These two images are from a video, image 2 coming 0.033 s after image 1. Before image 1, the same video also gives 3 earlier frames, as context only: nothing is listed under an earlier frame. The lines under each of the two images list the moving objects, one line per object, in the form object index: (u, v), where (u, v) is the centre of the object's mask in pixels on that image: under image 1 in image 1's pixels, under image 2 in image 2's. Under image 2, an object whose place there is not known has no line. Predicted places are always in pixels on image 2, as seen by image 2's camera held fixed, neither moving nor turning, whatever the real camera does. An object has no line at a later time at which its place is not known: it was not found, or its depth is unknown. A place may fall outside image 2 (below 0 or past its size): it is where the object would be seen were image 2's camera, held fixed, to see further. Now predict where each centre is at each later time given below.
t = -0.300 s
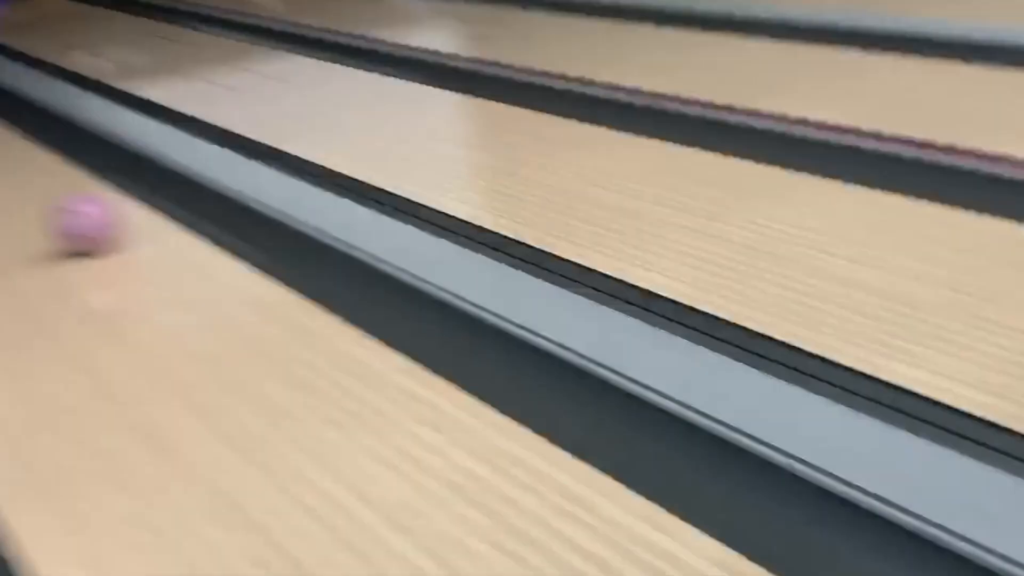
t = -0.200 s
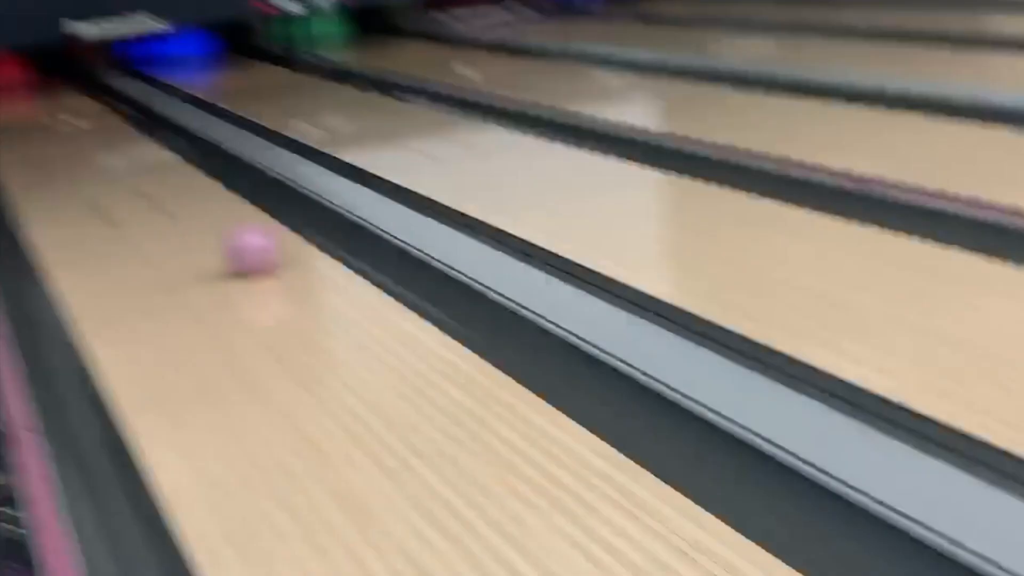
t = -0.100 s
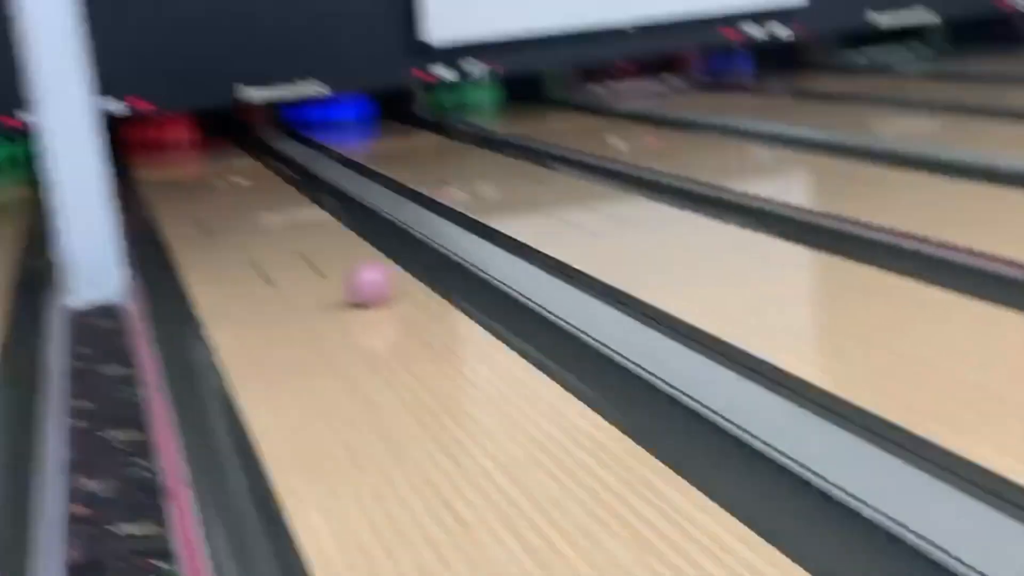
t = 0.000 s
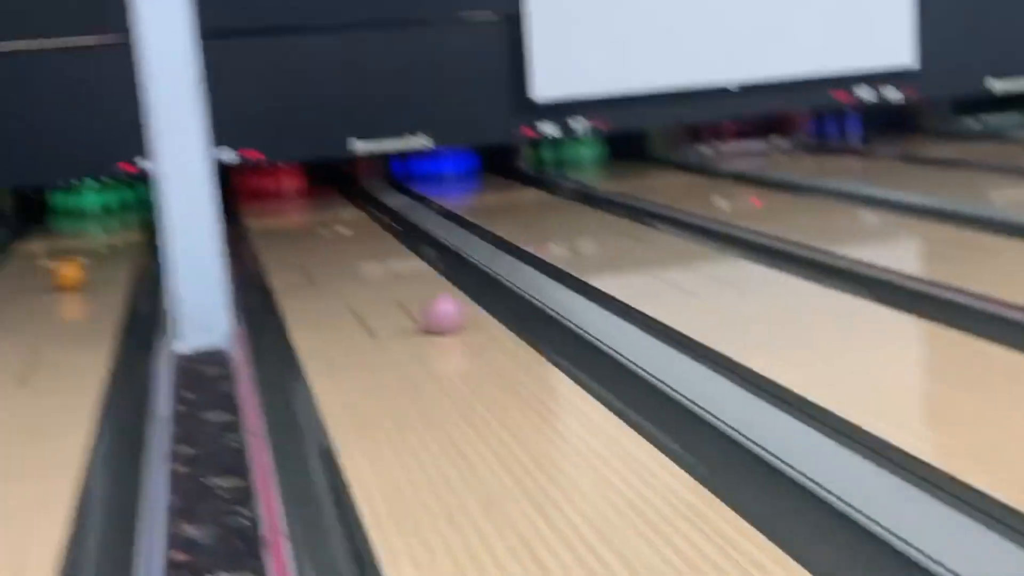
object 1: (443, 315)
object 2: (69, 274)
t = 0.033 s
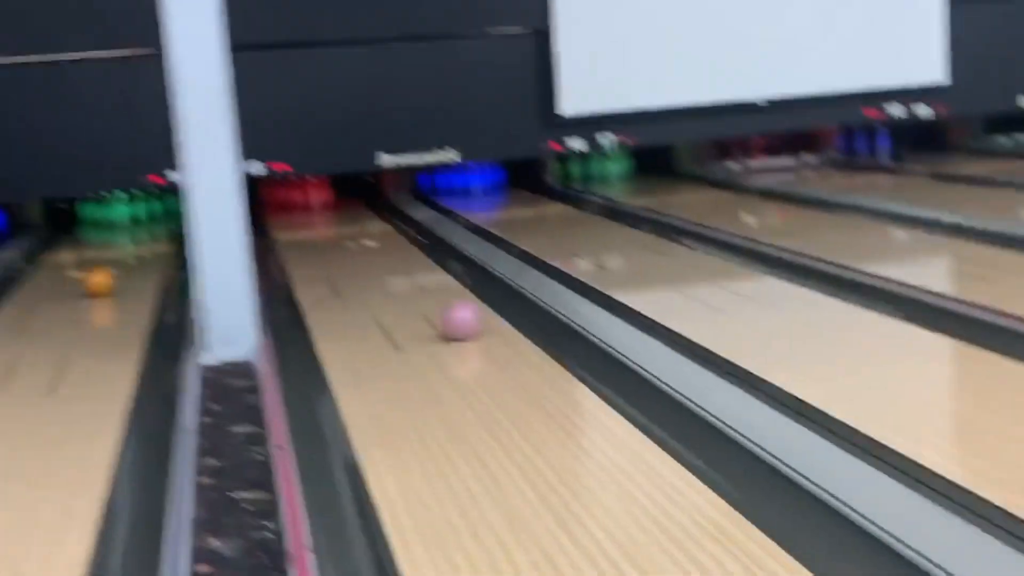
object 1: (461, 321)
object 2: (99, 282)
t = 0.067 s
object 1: (454, 315)
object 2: (103, 278)
